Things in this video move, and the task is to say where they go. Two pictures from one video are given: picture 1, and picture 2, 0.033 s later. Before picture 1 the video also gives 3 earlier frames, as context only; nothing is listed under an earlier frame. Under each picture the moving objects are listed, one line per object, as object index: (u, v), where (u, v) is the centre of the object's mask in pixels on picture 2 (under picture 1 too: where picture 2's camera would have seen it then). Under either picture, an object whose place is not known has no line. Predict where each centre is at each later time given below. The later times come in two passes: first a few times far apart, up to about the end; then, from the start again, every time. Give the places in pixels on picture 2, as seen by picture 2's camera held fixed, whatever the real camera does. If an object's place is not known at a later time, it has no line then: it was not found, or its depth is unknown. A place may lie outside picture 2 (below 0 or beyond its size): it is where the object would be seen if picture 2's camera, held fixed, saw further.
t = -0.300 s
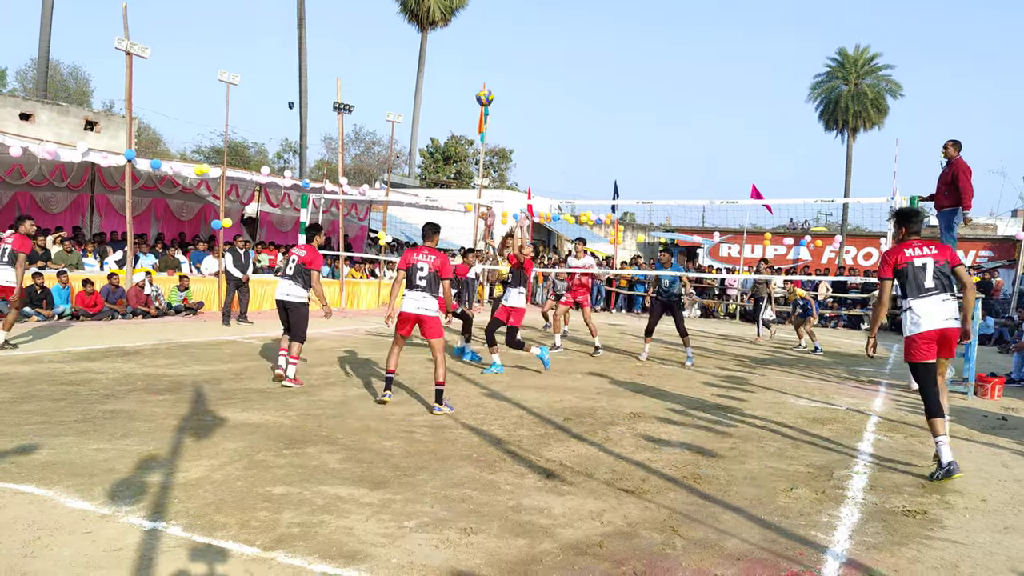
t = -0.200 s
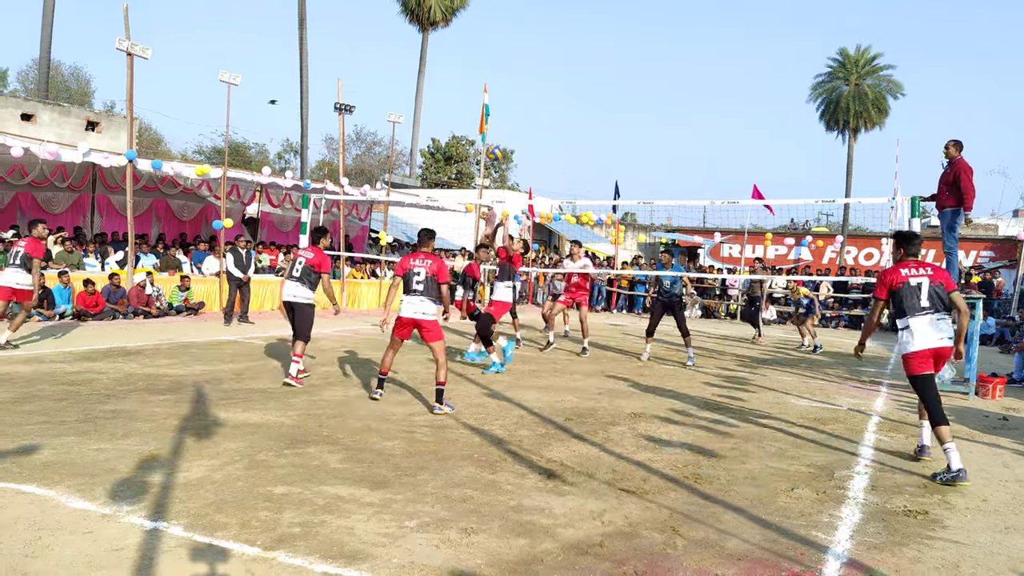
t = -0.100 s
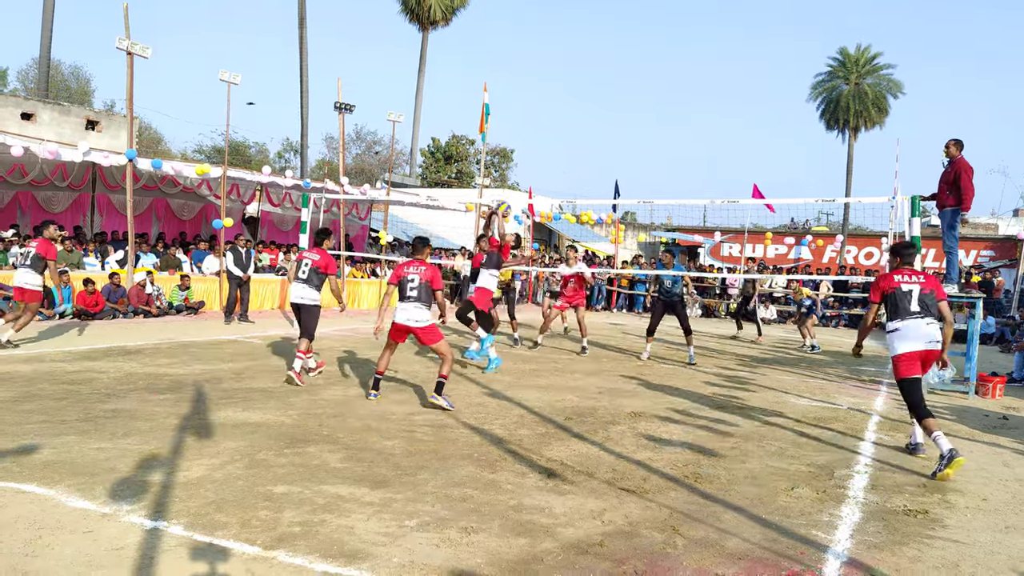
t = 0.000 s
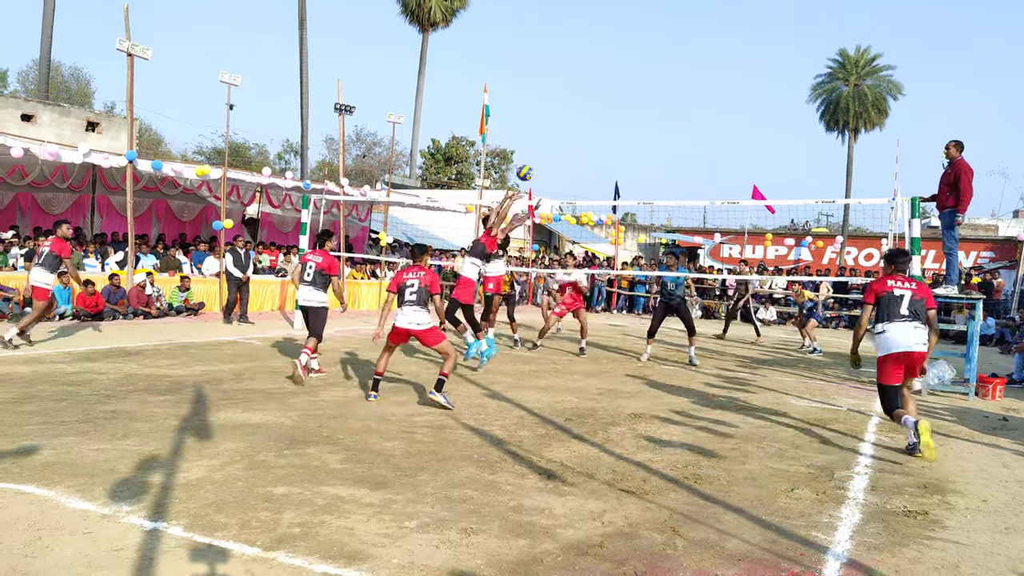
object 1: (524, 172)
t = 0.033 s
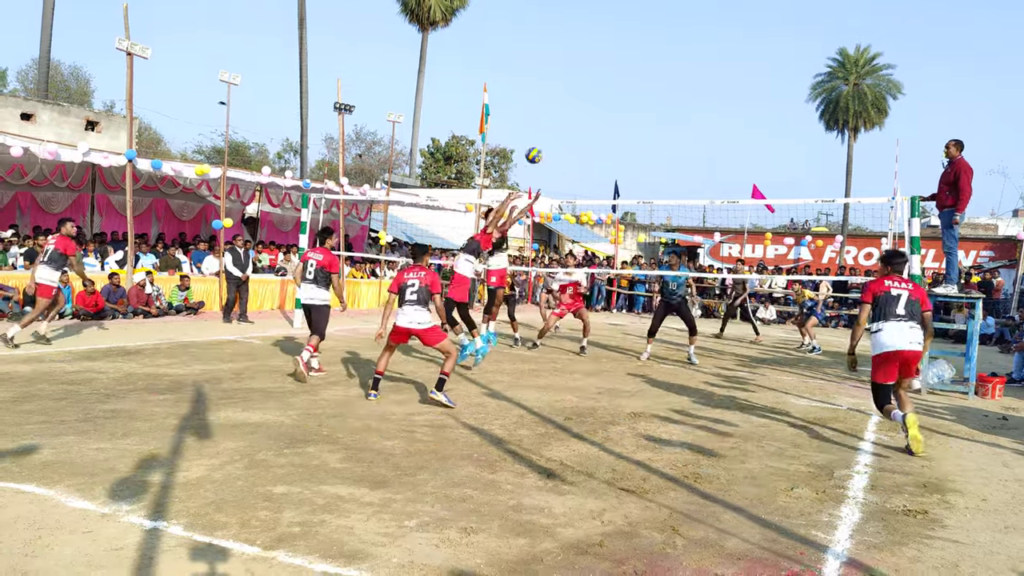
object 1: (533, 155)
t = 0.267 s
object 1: (598, 64)
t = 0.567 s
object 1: (680, 12)
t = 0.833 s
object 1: (750, 29)
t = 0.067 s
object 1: (543, 140)
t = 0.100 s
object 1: (552, 125)
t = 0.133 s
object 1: (561, 111)
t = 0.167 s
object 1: (570, 98)
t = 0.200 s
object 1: (580, 86)
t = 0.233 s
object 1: (589, 74)
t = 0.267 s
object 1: (598, 64)
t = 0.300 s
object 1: (607, 55)
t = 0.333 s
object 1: (616, 46)
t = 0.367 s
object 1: (625, 39)
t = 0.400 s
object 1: (635, 32)
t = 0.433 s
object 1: (644, 25)
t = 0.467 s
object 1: (653, 21)
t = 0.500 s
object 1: (662, 17)
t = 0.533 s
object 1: (671, 14)
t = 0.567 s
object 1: (680, 12)
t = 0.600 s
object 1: (689, 11)
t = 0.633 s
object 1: (698, 11)
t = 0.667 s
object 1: (707, 11)
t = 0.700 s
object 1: (715, 12)
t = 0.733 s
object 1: (724, 15)
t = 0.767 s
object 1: (733, 19)
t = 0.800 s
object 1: (741, 23)
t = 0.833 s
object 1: (750, 29)
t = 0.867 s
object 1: (759, 35)
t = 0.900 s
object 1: (767, 42)
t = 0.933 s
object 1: (776, 51)
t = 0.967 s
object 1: (784, 61)
